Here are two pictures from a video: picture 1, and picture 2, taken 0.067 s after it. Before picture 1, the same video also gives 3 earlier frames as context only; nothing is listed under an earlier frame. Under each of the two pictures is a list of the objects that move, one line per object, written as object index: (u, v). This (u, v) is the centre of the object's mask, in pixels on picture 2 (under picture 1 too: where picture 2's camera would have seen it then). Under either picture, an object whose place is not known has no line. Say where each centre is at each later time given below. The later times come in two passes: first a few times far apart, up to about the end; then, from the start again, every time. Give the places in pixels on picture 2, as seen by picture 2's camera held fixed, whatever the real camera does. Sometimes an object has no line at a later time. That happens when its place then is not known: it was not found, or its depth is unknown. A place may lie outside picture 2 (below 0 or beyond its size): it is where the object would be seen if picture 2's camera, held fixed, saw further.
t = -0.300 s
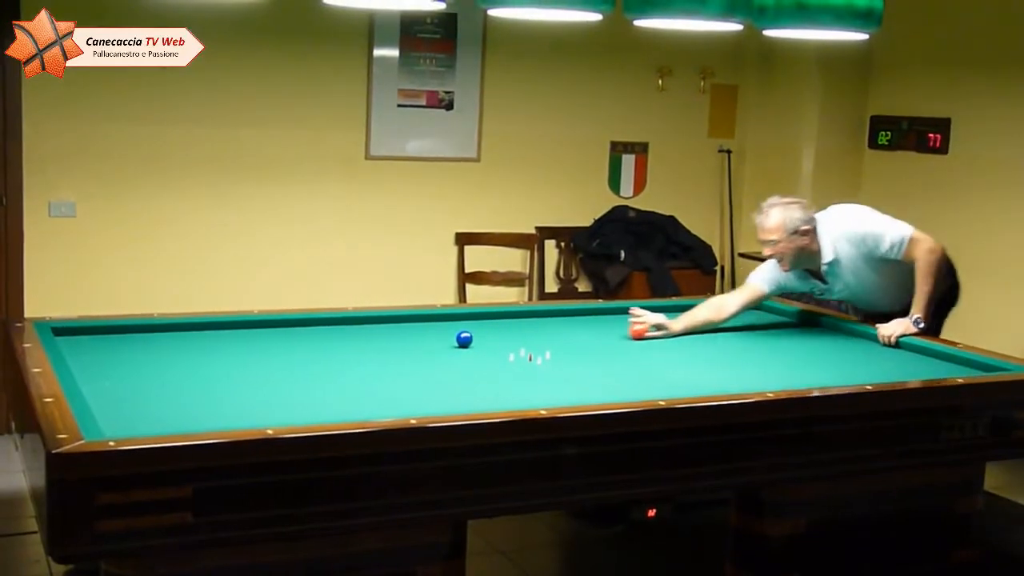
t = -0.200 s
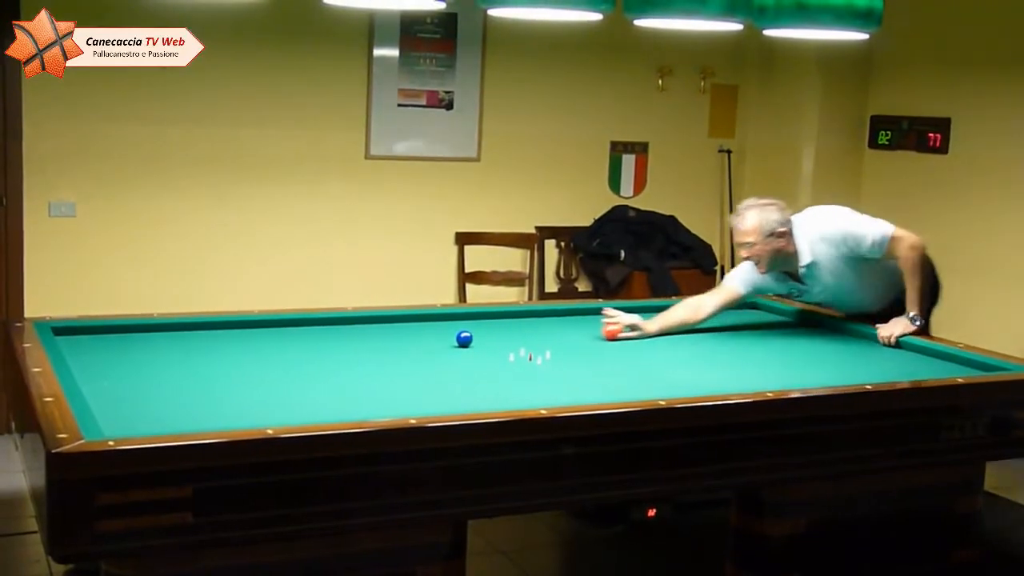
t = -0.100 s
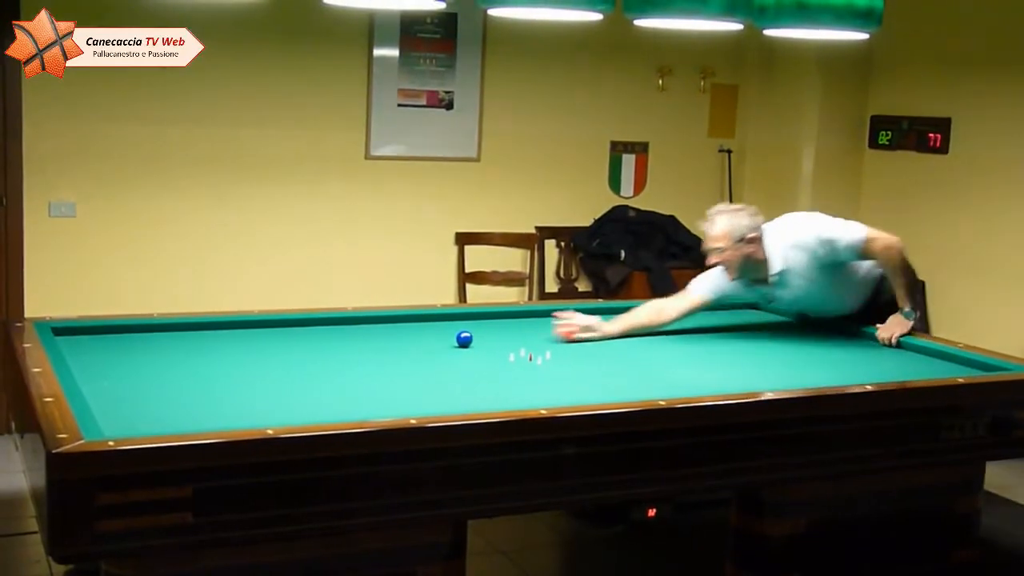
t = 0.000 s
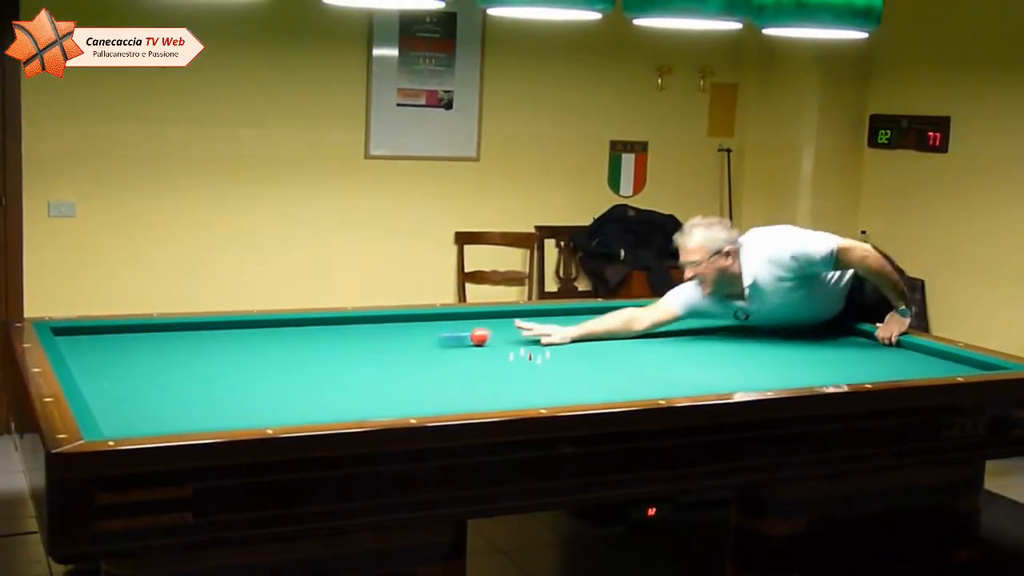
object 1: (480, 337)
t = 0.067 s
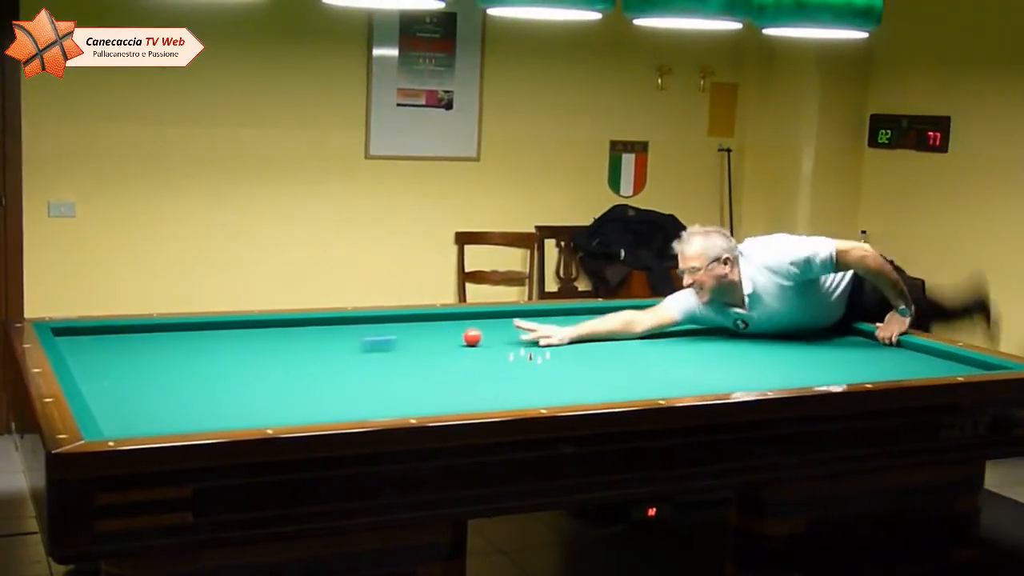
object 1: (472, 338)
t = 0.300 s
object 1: (447, 338)
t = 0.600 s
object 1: (417, 338)
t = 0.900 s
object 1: (387, 339)
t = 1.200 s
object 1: (358, 339)
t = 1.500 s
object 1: (330, 340)
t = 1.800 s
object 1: (303, 340)
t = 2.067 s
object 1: (279, 341)
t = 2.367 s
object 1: (253, 341)
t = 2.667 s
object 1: (228, 342)
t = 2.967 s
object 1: (204, 343)
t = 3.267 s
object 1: (180, 343)
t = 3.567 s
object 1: (158, 343)
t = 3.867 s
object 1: (136, 344)
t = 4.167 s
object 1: (115, 344)
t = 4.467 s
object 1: (96, 344)
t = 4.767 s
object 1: (77, 345)
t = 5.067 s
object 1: (69, 345)
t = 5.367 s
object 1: (78, 344)
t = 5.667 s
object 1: (85, 343)
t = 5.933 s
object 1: (90, 342)
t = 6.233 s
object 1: (94, 342)
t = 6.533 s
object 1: (98, 341)
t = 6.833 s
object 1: (101, 341)
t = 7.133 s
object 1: (103, 340)
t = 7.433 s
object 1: (103, 340)
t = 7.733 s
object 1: (104, 340)
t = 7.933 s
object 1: (104, 340)
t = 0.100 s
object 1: (468, 338)
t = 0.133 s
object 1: (465, 338)
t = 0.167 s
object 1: (461, 338)
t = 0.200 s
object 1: (458, 338)
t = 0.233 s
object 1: (455, 338)
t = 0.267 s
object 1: (451, 338)
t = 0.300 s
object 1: (447, 338)
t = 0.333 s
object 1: (444, 338)
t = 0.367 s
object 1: (441, 338)
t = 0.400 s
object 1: (437, 338)
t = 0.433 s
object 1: (434, 338)
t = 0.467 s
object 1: (430, 338)
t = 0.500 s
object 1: (427, 338)
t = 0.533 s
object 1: (424, 338)
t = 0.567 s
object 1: (420, 338)
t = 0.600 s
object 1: (417, 338)
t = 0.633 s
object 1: (414, 339)
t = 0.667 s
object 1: (410, 339)
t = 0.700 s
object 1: (408, 338)
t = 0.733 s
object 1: (403, 338)
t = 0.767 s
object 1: (400, 339)
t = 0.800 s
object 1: (397, 339)
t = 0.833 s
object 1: (393, 339)
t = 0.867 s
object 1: (390, 339)
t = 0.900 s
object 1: (387, 339)
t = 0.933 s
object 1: (384, 339)
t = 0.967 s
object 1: (380, 339)
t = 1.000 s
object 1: (377, 339)
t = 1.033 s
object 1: (374, 339)
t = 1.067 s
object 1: (371, 339)
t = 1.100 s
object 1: (367, 339)
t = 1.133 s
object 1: (364, 339)
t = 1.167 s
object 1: (361, 339)
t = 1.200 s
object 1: (358, 339)
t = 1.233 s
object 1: (355, 340)
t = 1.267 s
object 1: (351, 340)
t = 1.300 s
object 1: (349, 340)
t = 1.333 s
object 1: (345, 340)
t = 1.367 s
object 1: (342, 340)
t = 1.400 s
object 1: (339, 340)
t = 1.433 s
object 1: (336, 340)
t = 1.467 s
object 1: (333, 340)
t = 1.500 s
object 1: (330, 340)
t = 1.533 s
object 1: (326, 340)
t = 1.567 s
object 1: (323, 340)
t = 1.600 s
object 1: (321, 340)
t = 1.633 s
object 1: (317, 340)
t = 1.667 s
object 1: (314, 340)
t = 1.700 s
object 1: (312, 340)
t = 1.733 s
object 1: (308, 340)
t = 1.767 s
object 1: (305, 340)
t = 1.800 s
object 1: (303, 340)
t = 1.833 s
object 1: (299, 341)
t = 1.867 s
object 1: (296, 340)
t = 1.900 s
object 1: (294, 341)
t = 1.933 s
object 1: (290, 341)
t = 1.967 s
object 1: (288, 341)
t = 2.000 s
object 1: (285, 341)
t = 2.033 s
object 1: (282, 341)
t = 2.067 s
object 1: (279, 341)
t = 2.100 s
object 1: (276, 341)
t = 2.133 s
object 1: (273, 341)
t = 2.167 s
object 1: (270, 341)
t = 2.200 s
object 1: (267, 341)
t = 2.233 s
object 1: (264, 341)
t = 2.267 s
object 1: (261, 341)
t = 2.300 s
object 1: (259, 341)
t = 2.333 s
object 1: (256, 341)
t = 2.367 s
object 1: (253, 341)
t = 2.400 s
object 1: (250, 341)
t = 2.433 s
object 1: (248, 342)
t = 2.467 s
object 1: (244, 342)
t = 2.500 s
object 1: (242, 342)
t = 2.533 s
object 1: (239, 342)
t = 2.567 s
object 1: (236, 342)
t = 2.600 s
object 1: (233, 342)
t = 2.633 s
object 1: (231, 342)
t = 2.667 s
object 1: (228, 342)
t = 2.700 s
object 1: (225, 342)
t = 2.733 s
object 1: (223, 342)
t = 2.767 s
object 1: (220, 342)
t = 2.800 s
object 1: (217, 342)
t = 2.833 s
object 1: (215, 342)
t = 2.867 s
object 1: (212, 342)
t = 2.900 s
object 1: (210, 342)
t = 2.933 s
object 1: (206, 342)
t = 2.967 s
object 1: (204, 343)
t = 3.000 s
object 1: (201, 343)
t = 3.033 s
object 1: (199, 343)
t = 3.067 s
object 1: (196, 343)
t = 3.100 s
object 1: (194, 343)
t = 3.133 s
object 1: (191, 343)
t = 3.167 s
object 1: (188, 343)
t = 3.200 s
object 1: (185, 343)
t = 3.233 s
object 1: (183, 343)
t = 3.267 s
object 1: (180, 343)
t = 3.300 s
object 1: (178, 343)
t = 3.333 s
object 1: (175, 343)
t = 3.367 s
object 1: (173, 343)
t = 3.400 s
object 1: (170, 343)
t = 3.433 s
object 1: (168, 343)
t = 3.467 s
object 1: (165, 343)
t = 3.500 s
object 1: (163, 344)
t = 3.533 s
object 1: (160, 343)
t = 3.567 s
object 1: (158, 343)
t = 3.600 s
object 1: (155, 343)
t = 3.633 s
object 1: (153, 343)
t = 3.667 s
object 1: (150, 343)
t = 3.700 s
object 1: (148, 344)
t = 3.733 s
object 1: (146, 344)
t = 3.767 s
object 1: (143, 344)
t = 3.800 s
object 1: (141, 344)
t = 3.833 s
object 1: (139, 344)
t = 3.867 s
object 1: (136, 344)
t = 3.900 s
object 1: (134, 344)
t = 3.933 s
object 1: (132, 344)
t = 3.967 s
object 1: (130, 343)
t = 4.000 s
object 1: (127, 344)
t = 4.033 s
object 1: (125, 344)
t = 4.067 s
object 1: (122, 344)
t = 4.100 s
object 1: (120, 344)
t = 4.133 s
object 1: (118, 344)
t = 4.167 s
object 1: (115, 344)
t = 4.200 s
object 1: (113, 344)
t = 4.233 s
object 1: (111, 344)
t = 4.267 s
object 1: (109, 344)
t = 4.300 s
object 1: (106, 344)
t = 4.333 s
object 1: (104, 344)
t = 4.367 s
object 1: (102, 344)
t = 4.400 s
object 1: (100, 344)
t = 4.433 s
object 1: (98, 344)
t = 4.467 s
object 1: (96, 344)
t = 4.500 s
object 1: (94, 345)
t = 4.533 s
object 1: (91, 344)
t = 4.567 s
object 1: (89, 345)
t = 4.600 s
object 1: (87, 344)
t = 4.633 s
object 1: (85, 345)
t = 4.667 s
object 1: (83, 345)
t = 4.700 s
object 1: (81, 345)
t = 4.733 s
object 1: (80, 345)
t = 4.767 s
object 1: (77, 345)
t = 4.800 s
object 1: (75, 345)
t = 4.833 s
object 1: (74, 345)
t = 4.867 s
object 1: (71, 345)
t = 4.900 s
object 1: (69, 345)
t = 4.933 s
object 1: (68, 344)
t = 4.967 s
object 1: (67, 345)
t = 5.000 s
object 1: (67, 344)
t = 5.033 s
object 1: (68, 345)
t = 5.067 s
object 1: (69, 345)
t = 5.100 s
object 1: (70, 344)
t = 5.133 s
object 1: (71, 344)
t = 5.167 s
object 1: (72, 344)
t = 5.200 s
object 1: (73, 344)
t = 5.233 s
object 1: (74, 344)
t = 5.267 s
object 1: (75, 344)
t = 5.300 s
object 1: (76, 344)
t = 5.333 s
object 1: (77, 344)
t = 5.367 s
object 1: (78, 344)
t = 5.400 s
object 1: (78, 344)
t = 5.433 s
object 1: (79, 344)
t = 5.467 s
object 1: (80, 343)
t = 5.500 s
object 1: (81, 343)
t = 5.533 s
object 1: (82, 343)
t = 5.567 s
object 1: (82, 343)
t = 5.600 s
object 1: (83, 343)
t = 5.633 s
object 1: (84, 343)
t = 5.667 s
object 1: (85, 343)
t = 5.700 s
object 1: (85, 343)
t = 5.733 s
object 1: (86, 343)
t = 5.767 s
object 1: (87, 343)
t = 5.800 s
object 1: (87, 343)
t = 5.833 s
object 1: (88, 343)
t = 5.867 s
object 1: (89, 343)
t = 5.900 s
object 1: (89, 343)
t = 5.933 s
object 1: (90, 342)
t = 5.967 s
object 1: (91, 342)
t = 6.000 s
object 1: (91, 342)
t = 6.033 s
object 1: (92, 342)
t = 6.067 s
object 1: (92, 342)
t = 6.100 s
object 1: (93, 342)
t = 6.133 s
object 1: (93, 342)
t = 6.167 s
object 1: (94, 342)
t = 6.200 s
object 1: (94, 342)
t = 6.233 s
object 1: (94, 342)
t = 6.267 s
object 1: (95, 342)
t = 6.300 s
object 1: (95, 342)
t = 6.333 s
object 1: (96, 342)
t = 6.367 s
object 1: (96, 342)
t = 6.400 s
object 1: (97, 342)
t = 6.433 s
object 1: (97, 342)
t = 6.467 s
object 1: (98, 342)
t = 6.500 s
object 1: (98, 342)
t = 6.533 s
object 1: (98, 341)
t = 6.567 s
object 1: (98, 341)
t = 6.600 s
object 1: (99, 342)
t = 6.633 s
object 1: (99, 341)
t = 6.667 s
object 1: (99, 341)
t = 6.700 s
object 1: (100, 341)
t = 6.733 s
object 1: (100, 341)
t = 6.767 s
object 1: (100, 341)
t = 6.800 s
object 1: (100, 341)
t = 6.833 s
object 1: (101, 341)
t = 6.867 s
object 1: (101, 341)
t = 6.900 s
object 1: (101, 341)
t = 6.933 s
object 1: (102, 341)
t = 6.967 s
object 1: (102, 341)
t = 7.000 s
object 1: (102, 341)
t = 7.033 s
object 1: (102, 341)
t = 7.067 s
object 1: (102, 341)
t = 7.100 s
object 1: (102, 340)
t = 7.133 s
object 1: (103, 340)
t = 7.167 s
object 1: (103, 340)
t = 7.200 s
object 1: (103, 340)
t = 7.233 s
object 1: (103, 340)
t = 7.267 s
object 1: (103, 340)
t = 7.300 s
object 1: (103, 340)
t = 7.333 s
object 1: (103, 340)
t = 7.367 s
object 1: (103, 340)
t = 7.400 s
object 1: (103, 340)
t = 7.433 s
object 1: (103, 340)
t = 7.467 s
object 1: (103, 340)
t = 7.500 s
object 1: (103, 340)
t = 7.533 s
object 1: (104, 340)
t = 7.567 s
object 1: (103, 340)
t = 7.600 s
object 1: (104, 340)
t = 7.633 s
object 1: (104, 340)
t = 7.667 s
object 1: (104, 340)
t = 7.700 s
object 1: (104, 340)
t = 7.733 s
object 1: (104, 340)
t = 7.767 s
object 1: (104, 340)
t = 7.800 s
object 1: (104, 340)
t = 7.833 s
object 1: (104, 340)
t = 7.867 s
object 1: (104, 340)
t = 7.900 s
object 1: (104, 340)
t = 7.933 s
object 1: (104, 340)
